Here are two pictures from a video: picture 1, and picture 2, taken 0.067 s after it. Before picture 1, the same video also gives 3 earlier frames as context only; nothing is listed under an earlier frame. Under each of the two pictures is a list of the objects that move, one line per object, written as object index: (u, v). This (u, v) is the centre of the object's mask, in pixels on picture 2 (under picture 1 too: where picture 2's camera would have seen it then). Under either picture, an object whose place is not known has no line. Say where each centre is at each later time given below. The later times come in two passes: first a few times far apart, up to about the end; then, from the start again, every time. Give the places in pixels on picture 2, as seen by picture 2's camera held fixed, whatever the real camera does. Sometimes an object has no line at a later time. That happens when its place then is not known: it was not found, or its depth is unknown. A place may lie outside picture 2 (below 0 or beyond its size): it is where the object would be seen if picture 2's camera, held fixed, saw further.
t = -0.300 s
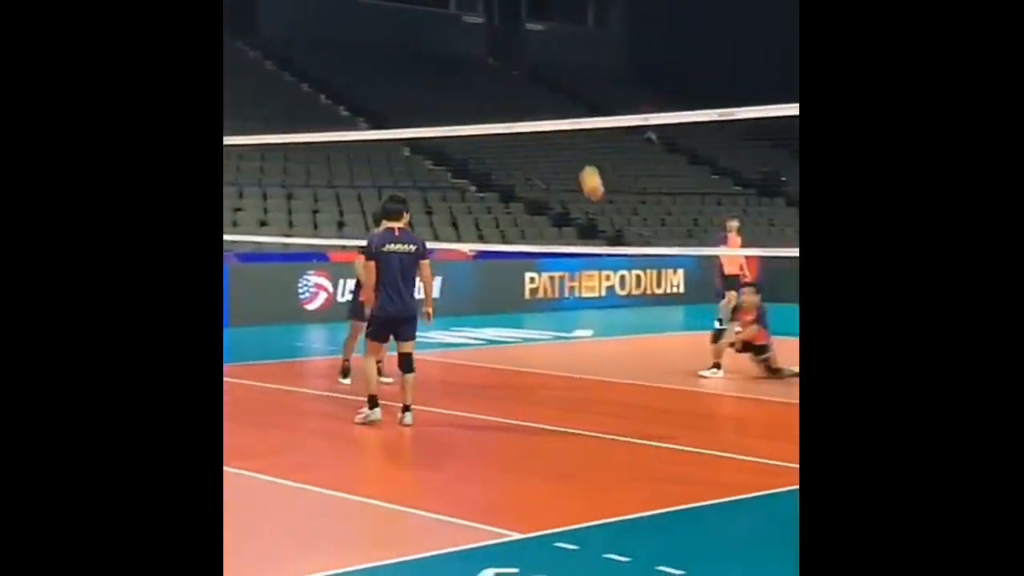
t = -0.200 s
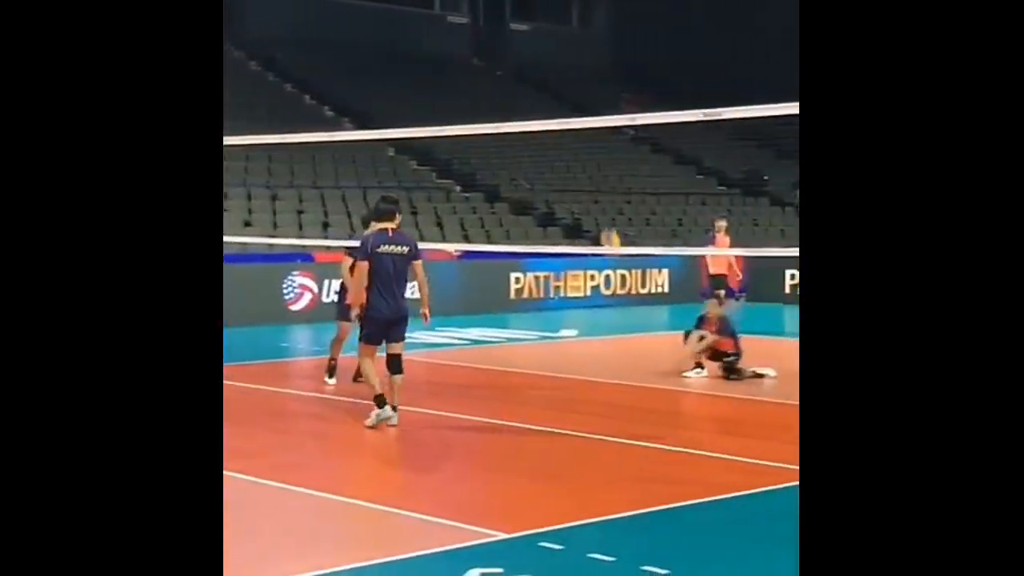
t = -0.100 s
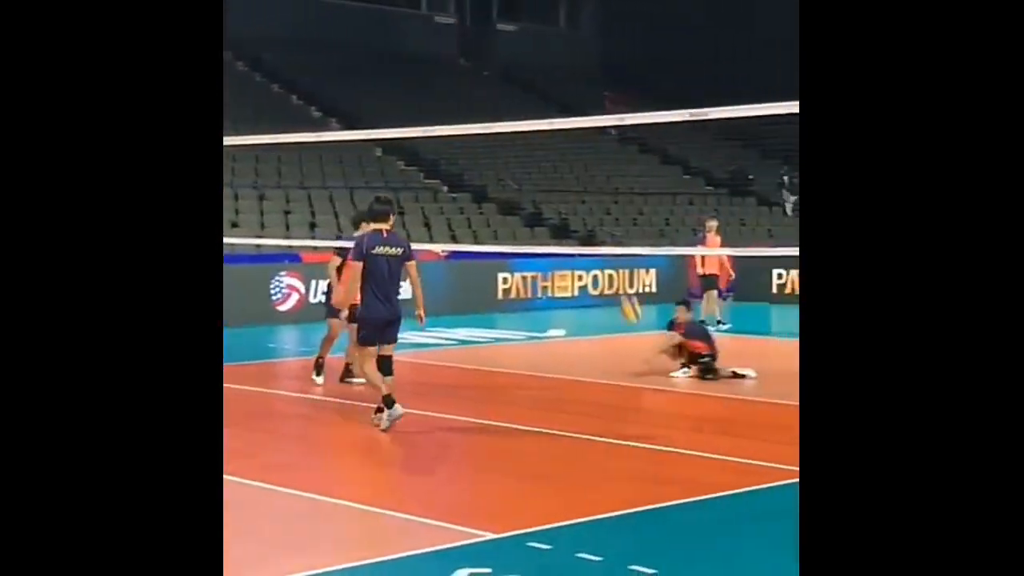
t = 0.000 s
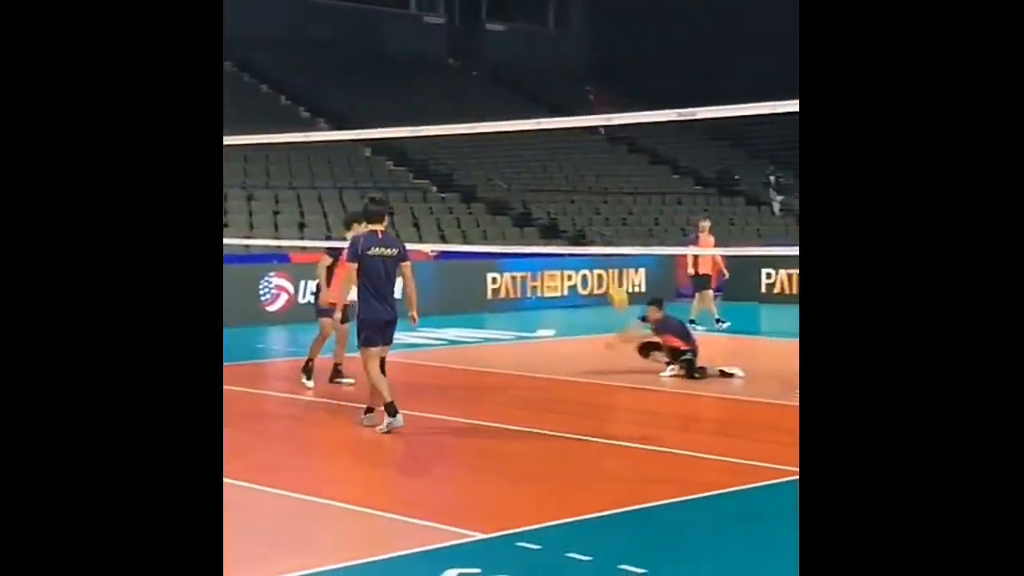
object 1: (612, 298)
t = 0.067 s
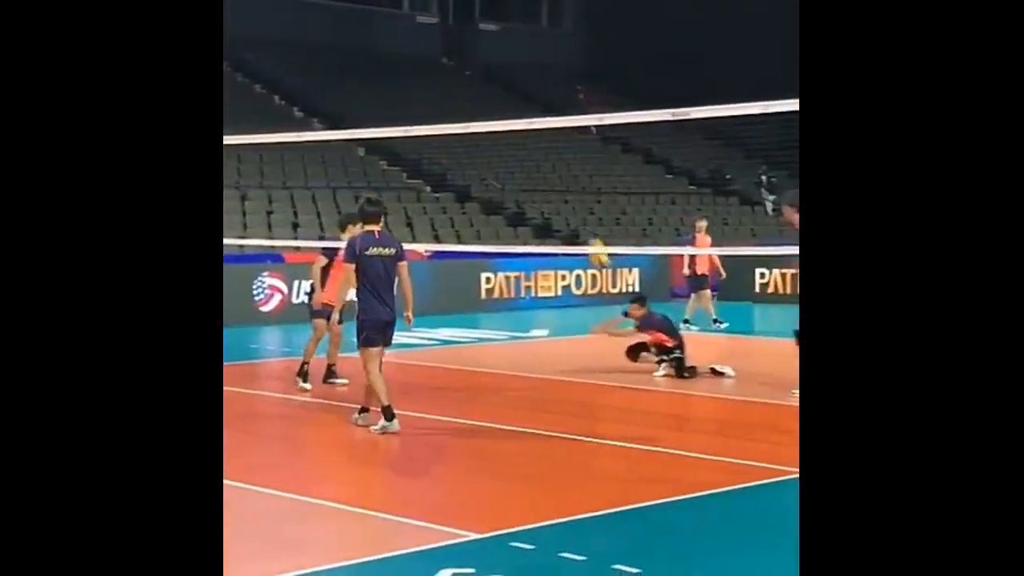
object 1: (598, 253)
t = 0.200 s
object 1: (571, 183)
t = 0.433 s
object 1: (523, 94)
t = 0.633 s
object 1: (481, 60)
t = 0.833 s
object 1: (440, 66)
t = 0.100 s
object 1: (591, 233)
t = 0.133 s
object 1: (585, 216)
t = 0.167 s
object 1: (578, 199)
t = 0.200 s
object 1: (571, 183)
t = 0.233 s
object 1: (564, 166)
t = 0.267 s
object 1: (557, 153)
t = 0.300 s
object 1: (551, 139)
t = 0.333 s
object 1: (545, 133)
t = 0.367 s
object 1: (536, 110)
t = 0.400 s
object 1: (530, 104)
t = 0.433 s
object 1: (523, 94)
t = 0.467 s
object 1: (516, 86)
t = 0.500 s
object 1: (509, 79)
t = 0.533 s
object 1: (501, 73)
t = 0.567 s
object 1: (495, 68)
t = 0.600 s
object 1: (488, 63)
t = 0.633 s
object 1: (481, 60)
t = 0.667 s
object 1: (475, 59)
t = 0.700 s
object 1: (468, 58)
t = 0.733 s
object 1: (461, 58)
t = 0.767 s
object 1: (453, 60)
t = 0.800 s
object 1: (446, 62)
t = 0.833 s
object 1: (440, 66)
